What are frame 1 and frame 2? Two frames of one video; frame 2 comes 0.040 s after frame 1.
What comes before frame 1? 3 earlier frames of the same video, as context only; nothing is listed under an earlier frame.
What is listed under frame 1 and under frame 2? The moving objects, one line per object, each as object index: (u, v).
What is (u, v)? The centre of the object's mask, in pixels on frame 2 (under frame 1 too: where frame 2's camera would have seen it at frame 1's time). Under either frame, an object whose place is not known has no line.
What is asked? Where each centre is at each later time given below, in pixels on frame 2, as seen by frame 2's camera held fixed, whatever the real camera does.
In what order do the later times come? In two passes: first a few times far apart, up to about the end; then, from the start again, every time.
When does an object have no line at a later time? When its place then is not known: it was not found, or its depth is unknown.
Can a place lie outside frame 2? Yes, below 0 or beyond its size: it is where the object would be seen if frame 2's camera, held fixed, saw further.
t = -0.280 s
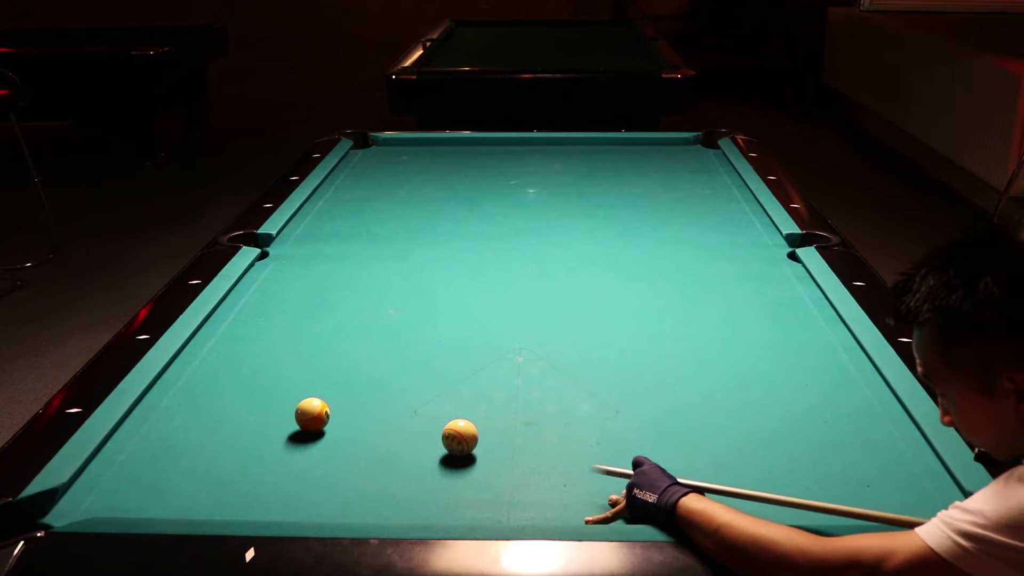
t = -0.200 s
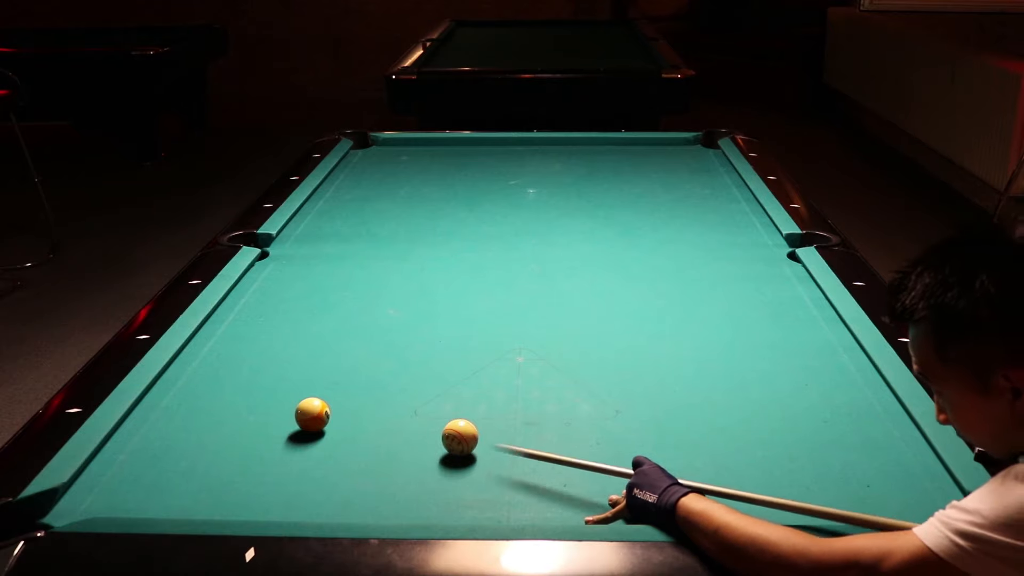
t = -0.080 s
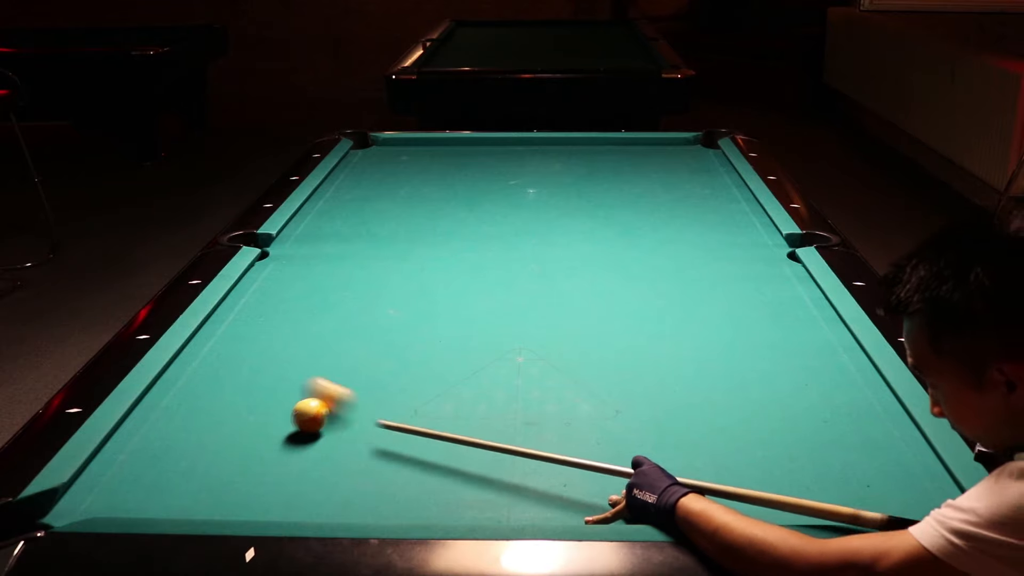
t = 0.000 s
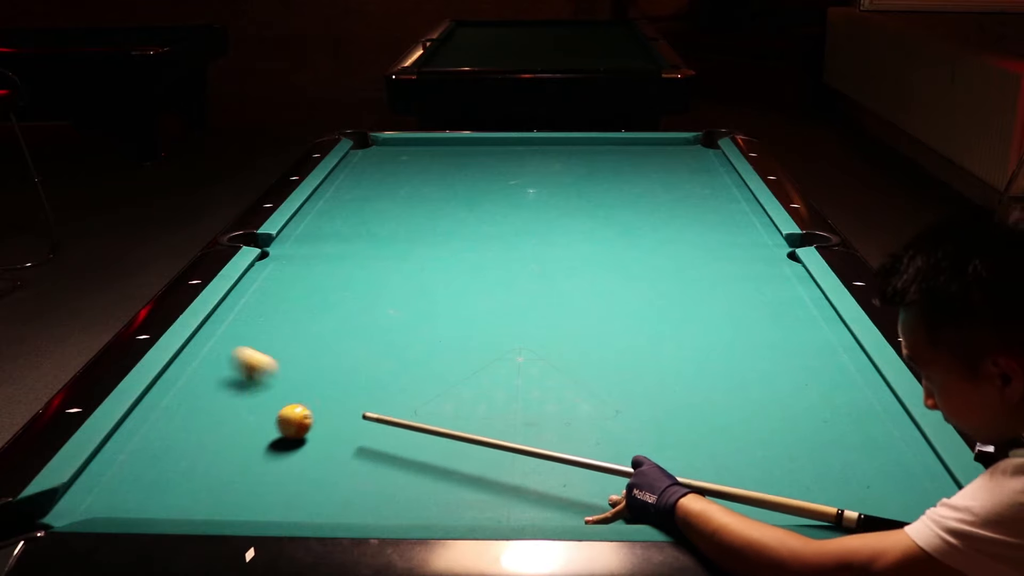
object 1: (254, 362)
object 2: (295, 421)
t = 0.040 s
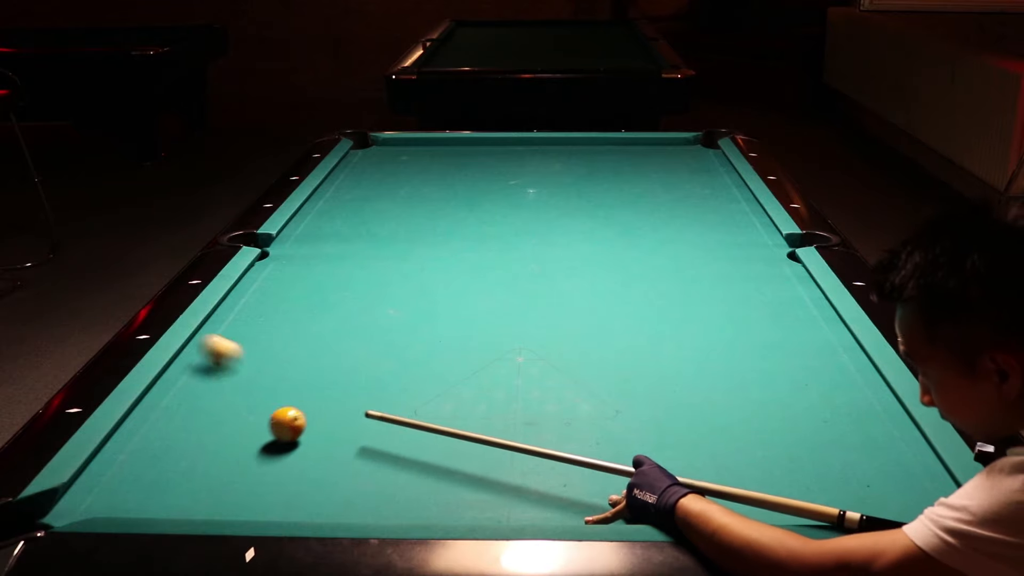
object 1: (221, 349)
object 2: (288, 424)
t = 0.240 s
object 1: (317, 324)
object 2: (251, 438)
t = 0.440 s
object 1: (416, 307)
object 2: (216, 452)
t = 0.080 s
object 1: (208, 339)
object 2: (280, 427)
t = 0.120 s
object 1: (238, 335)
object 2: (273, 429)
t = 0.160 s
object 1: (267, 331)
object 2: (266, 432)
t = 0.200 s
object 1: (293, 328)
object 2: (259, 435)
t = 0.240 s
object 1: (317, 324)
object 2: (251, 438)
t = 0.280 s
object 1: (340, 321)
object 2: (244, 441)
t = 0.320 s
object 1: (360, 317)
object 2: (237, 443)
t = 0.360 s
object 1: (380, 313)
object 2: (230, 446)
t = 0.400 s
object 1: (398, 310)
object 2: (223, 449)
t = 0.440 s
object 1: (416, 307)
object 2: (216, 452)
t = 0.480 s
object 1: (434, 303)
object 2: (209, 454)
